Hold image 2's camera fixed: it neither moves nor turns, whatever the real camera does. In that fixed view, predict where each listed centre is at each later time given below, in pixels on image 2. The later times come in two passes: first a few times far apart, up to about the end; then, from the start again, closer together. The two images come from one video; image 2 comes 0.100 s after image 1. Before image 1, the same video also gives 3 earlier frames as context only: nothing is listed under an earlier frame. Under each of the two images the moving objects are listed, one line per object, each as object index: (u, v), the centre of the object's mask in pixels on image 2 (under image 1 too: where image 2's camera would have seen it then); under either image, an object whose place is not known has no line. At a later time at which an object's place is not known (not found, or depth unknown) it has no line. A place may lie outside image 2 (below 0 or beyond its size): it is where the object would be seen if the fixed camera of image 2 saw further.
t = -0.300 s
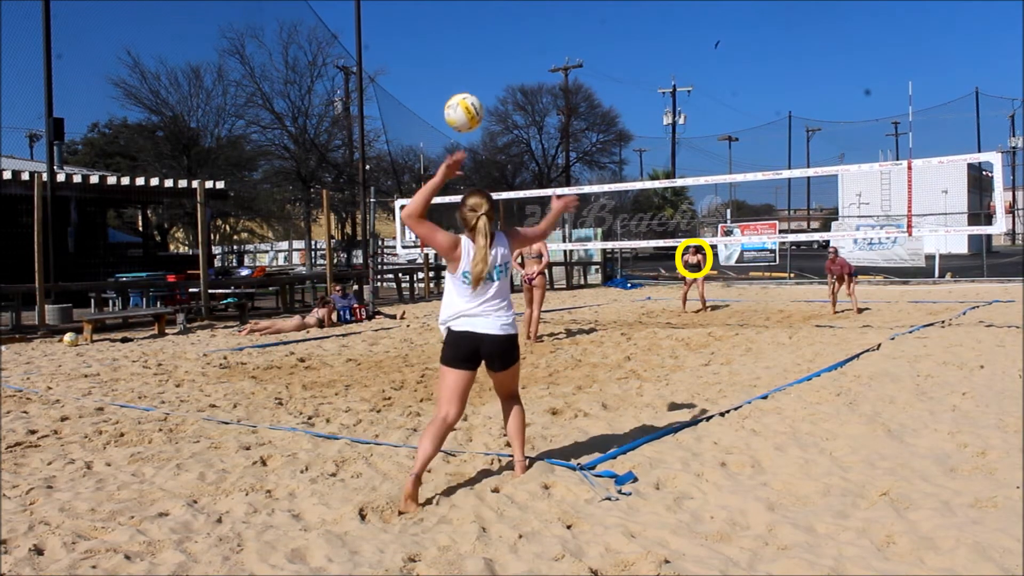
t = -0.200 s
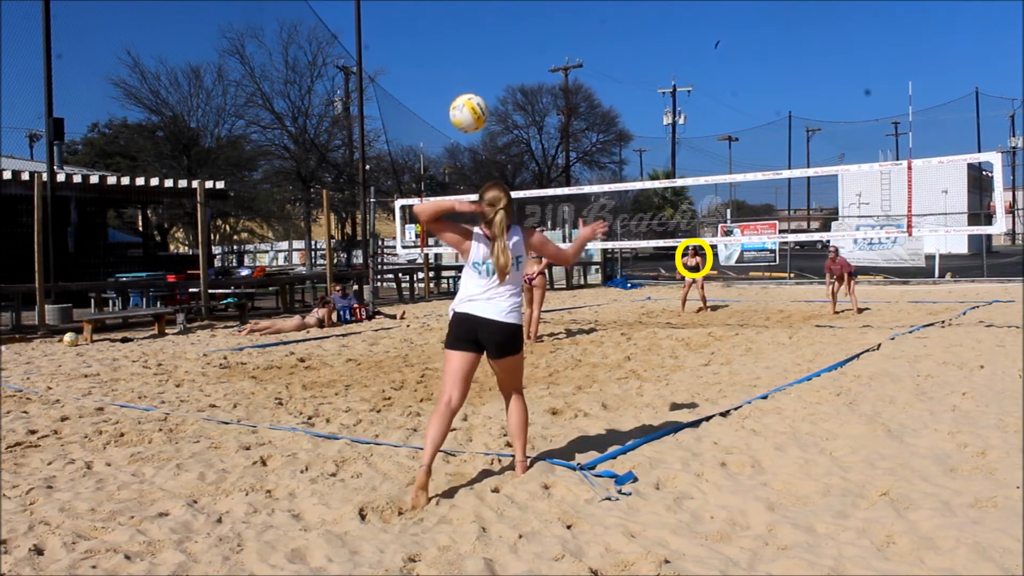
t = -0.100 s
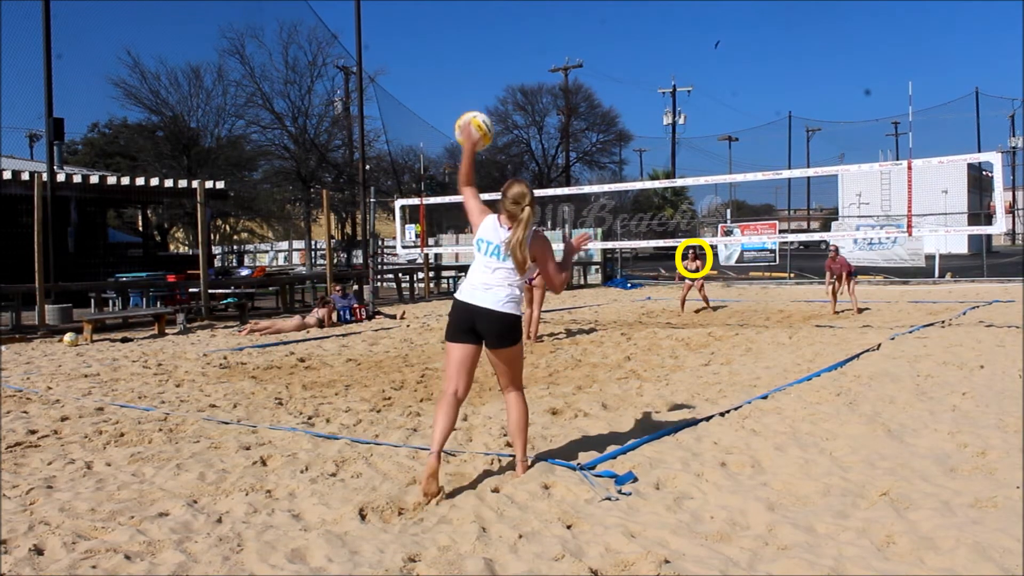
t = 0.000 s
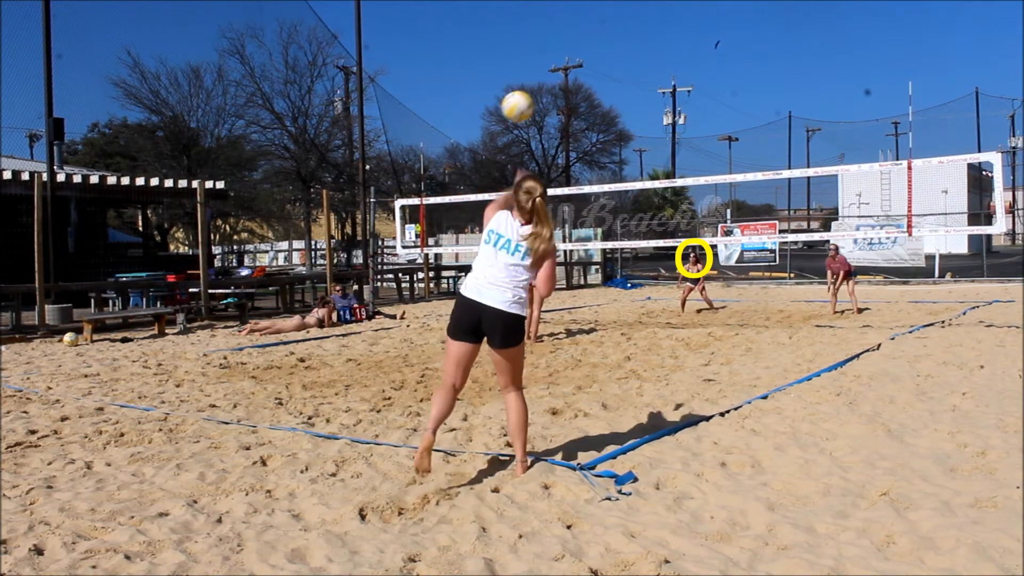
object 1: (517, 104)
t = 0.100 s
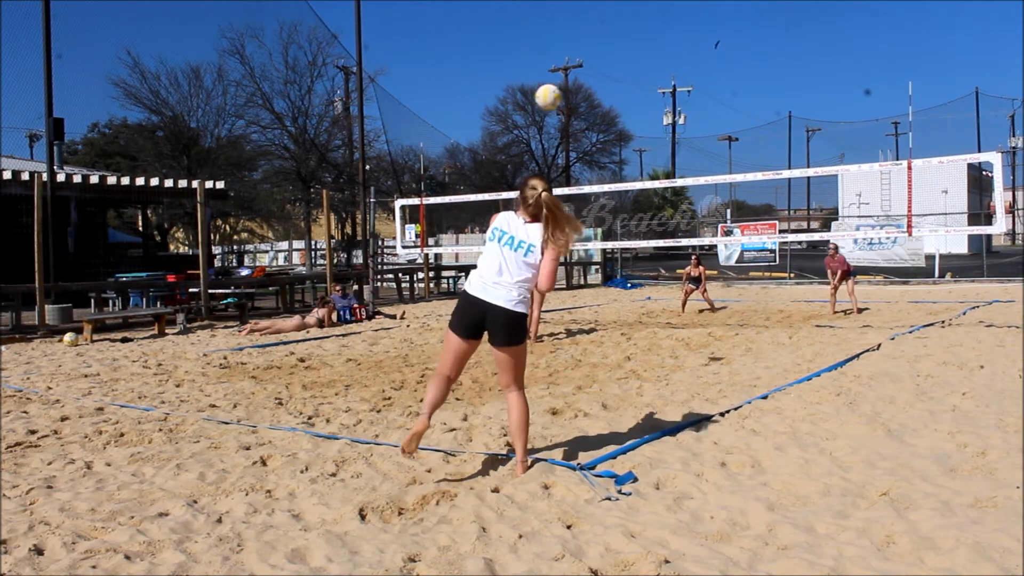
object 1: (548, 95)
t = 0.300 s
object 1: (589, 106)
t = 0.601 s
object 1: (632, 153)
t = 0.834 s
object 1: (653, 210)
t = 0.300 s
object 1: (589, 106)
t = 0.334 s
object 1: (595, 109)
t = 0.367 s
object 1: (601, 113)
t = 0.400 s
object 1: (606, 118)
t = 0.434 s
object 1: (611, 123)
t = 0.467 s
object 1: (615, 128)
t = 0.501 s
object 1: (620, 134)
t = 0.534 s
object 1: (624, 140)
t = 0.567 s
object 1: (628, 147)
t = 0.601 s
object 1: (632, 153)
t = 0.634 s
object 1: (635, 160)
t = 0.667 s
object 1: (639, 168)
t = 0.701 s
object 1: (642, 175)
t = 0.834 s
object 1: (653, 210)
